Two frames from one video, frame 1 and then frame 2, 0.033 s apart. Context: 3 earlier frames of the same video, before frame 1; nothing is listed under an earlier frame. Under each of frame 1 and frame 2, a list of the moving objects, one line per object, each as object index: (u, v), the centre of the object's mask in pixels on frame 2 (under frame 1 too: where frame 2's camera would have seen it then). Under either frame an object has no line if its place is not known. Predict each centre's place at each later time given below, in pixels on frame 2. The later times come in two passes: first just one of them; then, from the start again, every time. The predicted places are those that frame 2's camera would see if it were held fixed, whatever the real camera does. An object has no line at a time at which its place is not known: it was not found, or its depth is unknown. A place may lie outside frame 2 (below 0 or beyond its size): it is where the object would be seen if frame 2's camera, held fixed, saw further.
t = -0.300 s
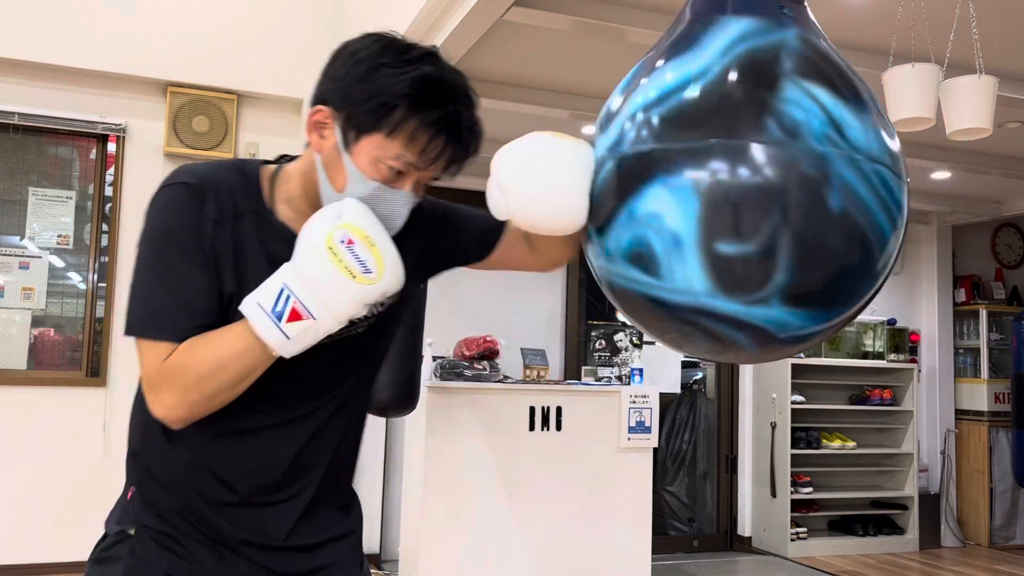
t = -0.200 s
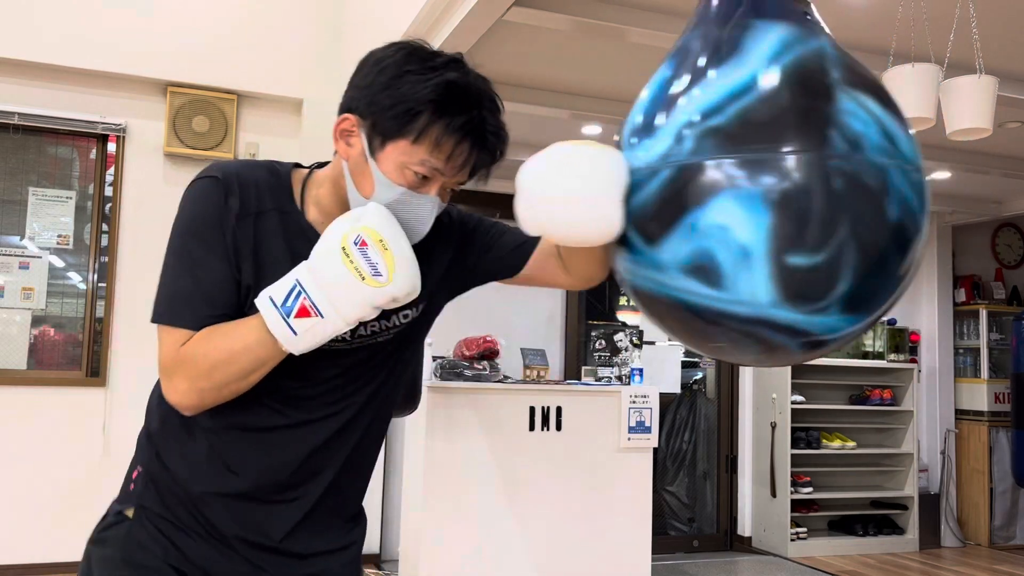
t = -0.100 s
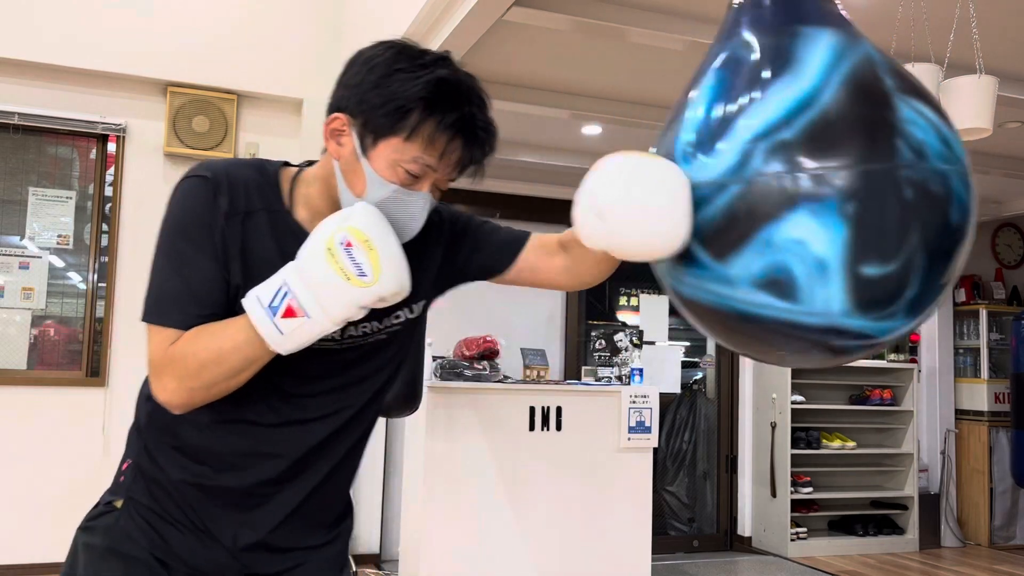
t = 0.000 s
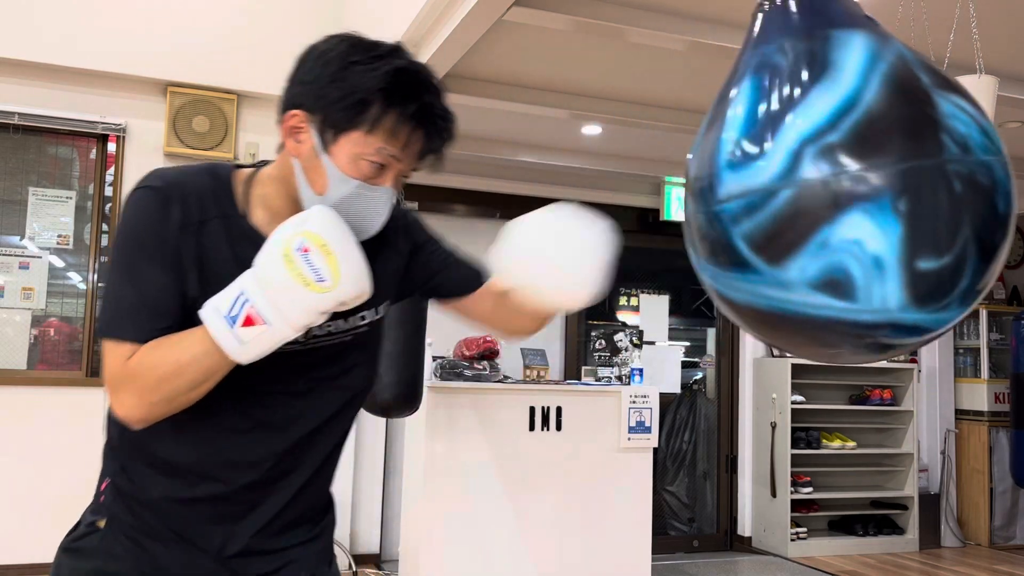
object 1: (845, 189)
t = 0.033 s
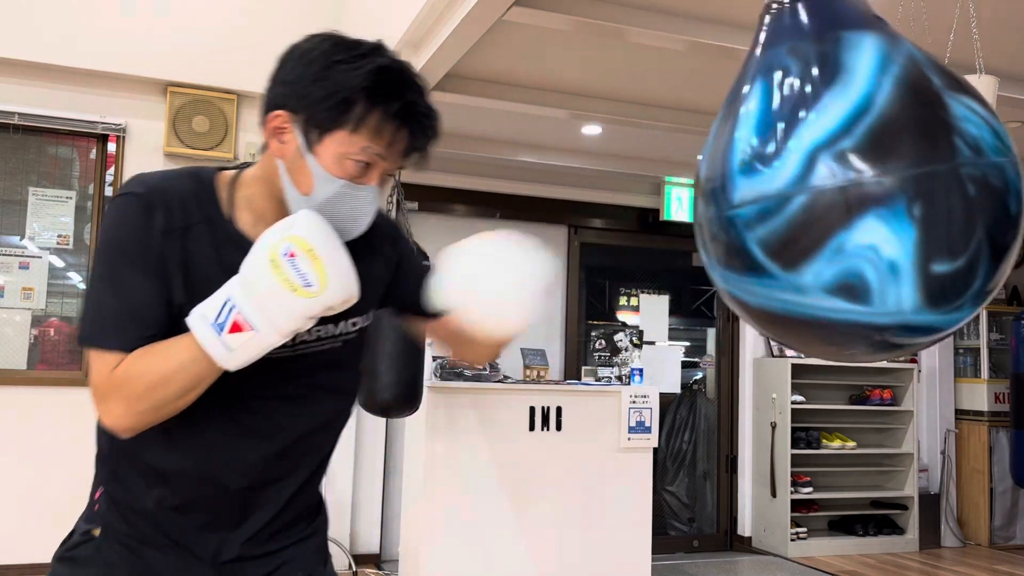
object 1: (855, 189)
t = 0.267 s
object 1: (874, 184)
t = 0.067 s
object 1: (862, 188)
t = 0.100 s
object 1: (866, 185)
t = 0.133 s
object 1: (872, 186)
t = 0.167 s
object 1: (872, 183)
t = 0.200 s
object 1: (874, 183)
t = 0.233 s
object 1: (875, 183)
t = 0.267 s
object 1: (874, 184)
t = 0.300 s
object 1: (873, 184)
